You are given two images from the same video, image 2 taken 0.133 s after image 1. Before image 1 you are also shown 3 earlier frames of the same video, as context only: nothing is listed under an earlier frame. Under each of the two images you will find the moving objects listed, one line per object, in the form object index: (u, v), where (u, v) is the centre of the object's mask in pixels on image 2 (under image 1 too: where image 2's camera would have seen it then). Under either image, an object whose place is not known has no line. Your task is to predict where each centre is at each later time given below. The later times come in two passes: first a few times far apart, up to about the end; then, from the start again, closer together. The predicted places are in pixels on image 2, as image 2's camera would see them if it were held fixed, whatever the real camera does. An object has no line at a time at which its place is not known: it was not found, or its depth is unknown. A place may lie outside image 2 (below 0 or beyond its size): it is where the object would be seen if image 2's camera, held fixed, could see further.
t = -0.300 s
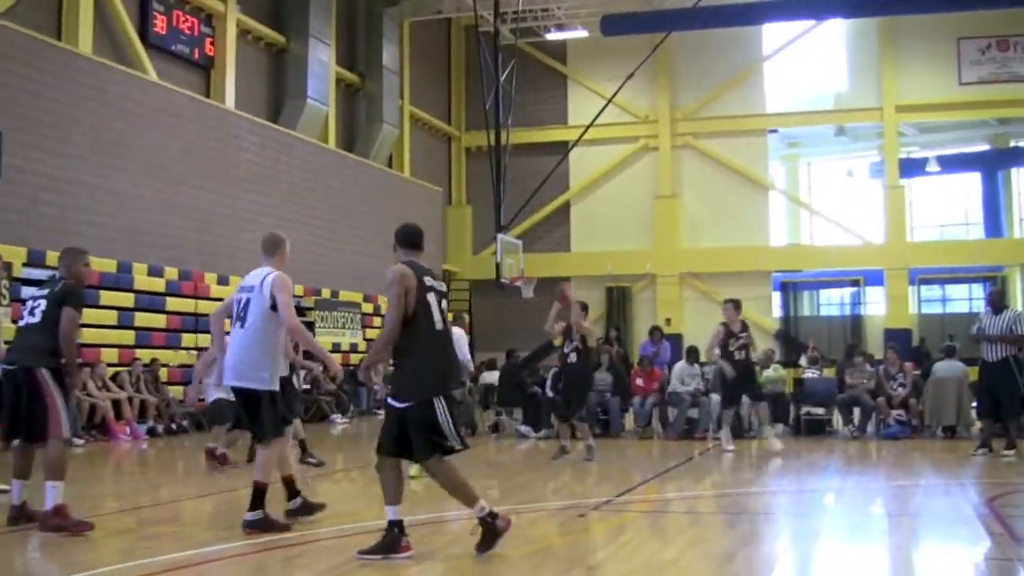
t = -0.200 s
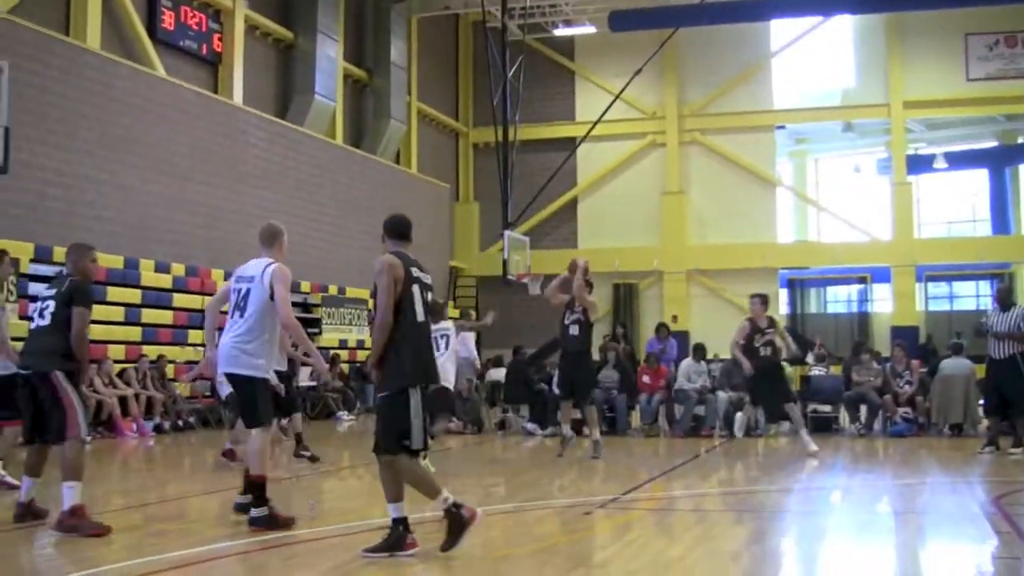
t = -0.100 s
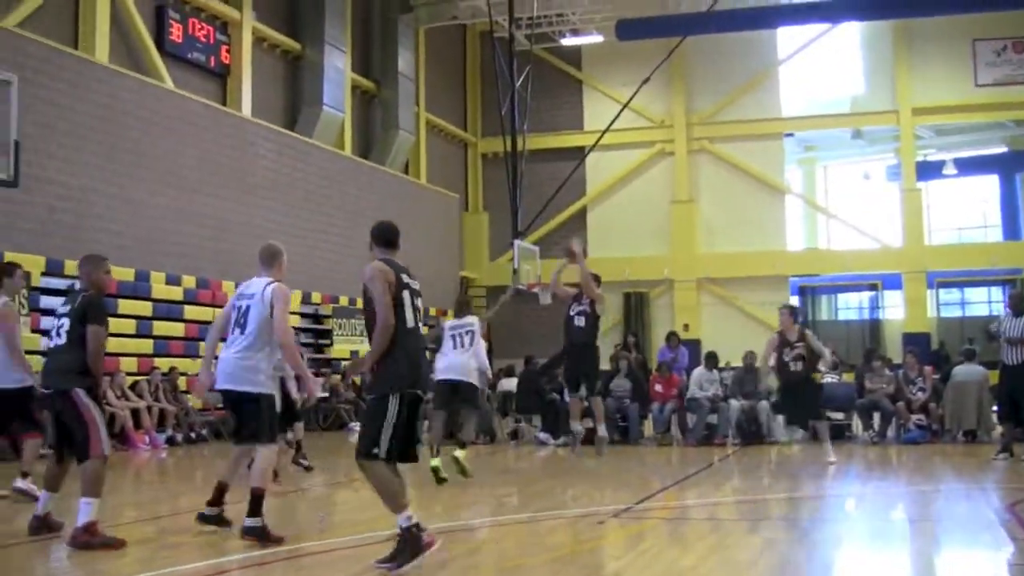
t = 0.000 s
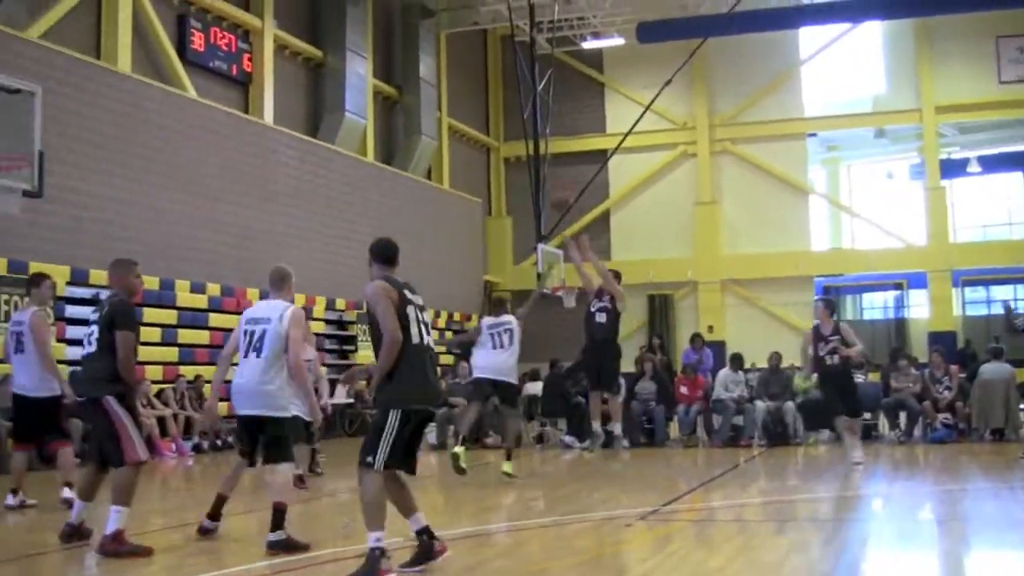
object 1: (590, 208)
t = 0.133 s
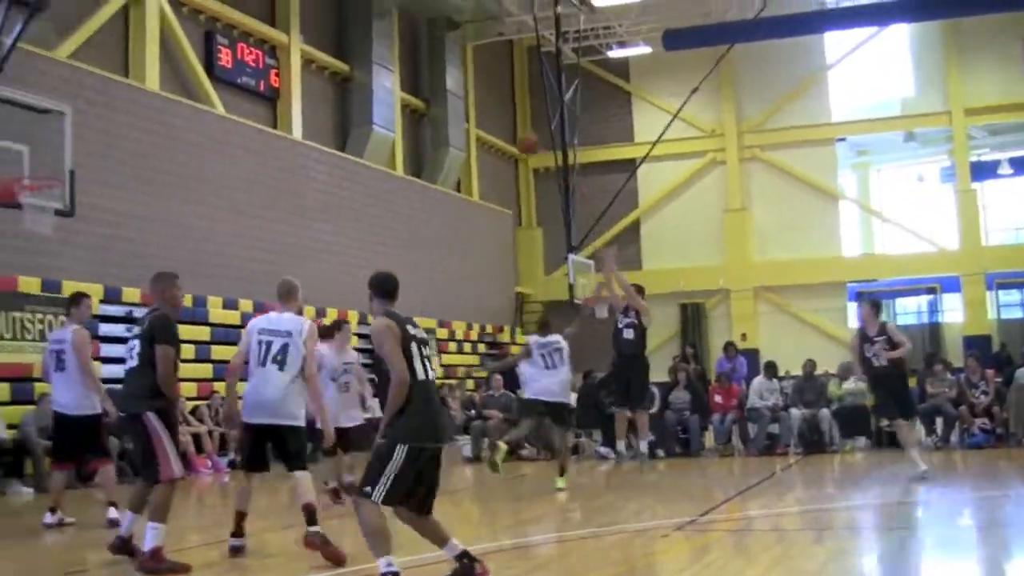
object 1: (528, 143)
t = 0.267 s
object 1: (464, 89)
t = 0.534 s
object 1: (338, 28)
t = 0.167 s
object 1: (512, 125)
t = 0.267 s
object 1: (464, 89)
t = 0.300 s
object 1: (449, 78)
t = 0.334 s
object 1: (431, 62)
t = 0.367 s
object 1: (415, 54)
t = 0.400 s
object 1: (401, 50)
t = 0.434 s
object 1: (383, 42)
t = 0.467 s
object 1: (368, 35)
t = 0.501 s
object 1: (354, 32)
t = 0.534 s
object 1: (338, 28)
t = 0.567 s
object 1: (320, 23)
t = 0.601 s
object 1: (306, 23)
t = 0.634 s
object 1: (289, 23)
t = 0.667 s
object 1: (272, 23)
